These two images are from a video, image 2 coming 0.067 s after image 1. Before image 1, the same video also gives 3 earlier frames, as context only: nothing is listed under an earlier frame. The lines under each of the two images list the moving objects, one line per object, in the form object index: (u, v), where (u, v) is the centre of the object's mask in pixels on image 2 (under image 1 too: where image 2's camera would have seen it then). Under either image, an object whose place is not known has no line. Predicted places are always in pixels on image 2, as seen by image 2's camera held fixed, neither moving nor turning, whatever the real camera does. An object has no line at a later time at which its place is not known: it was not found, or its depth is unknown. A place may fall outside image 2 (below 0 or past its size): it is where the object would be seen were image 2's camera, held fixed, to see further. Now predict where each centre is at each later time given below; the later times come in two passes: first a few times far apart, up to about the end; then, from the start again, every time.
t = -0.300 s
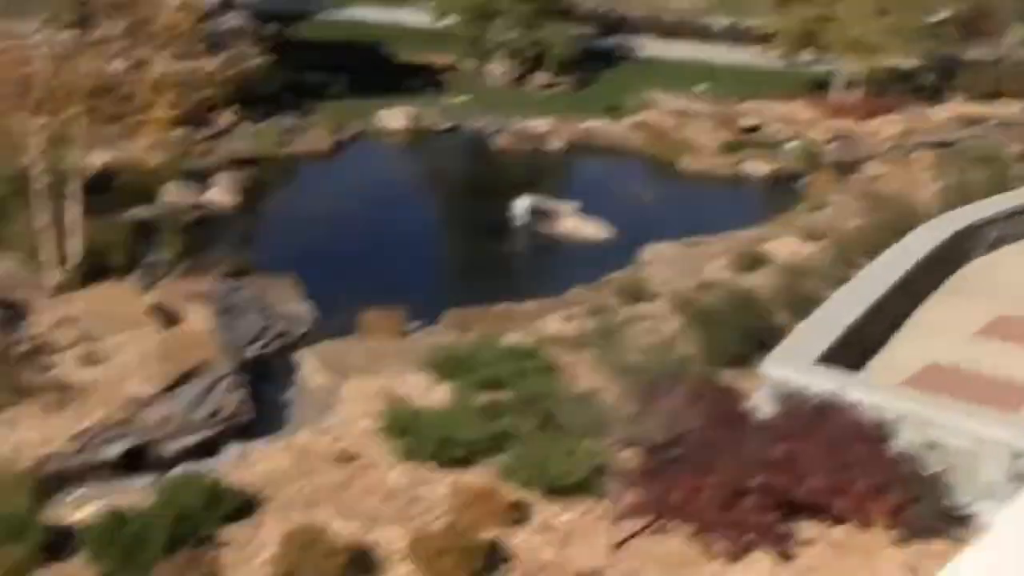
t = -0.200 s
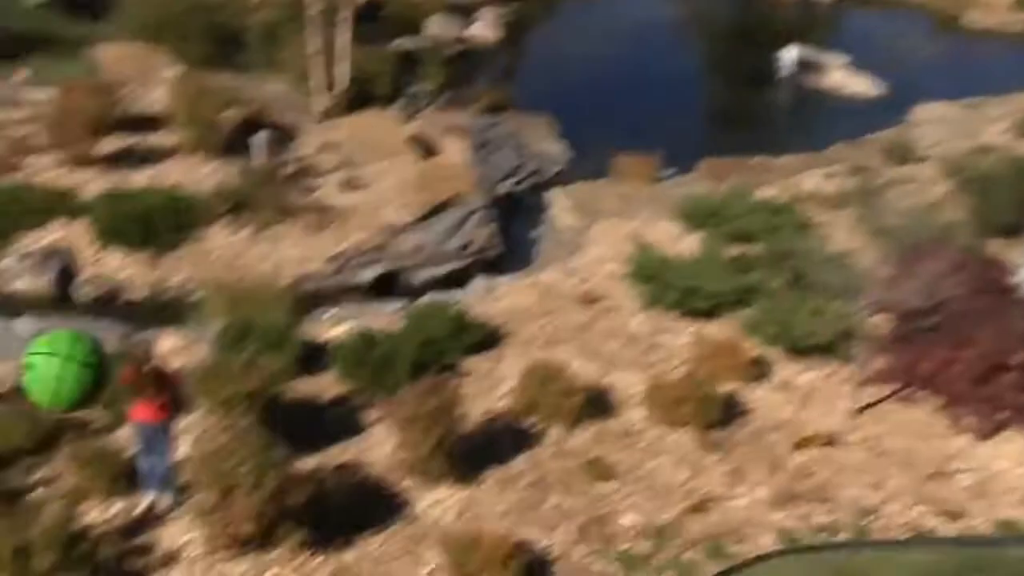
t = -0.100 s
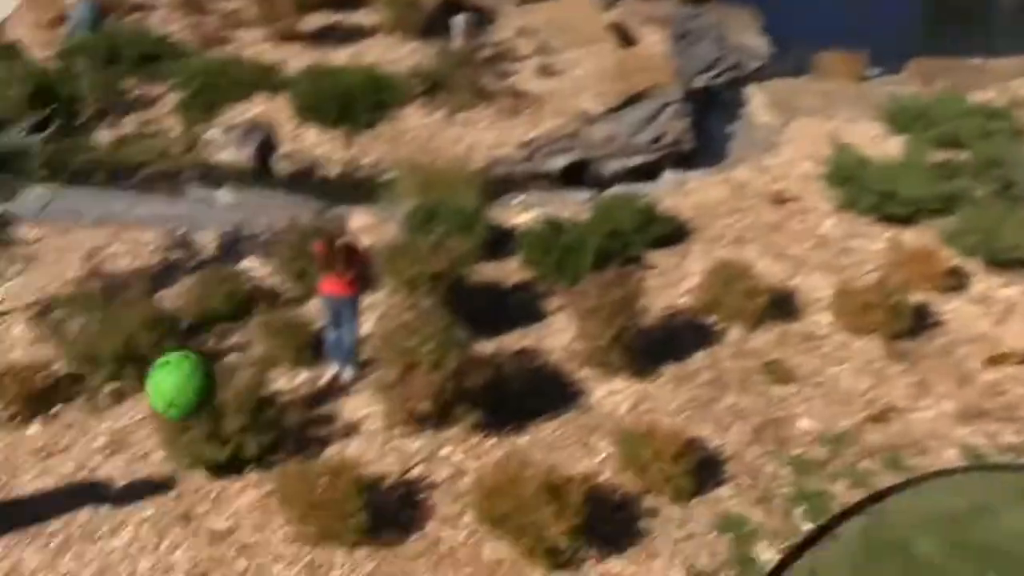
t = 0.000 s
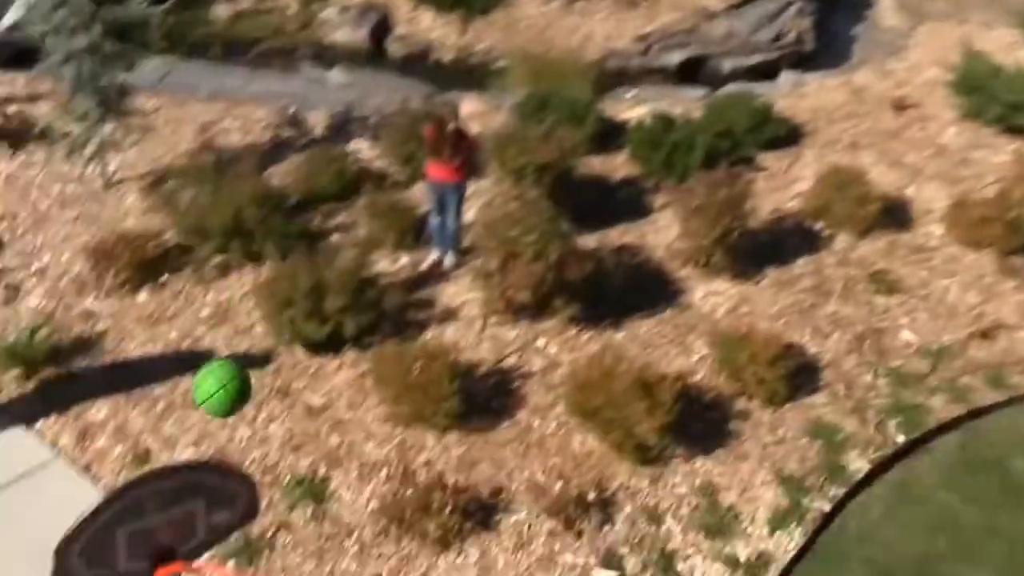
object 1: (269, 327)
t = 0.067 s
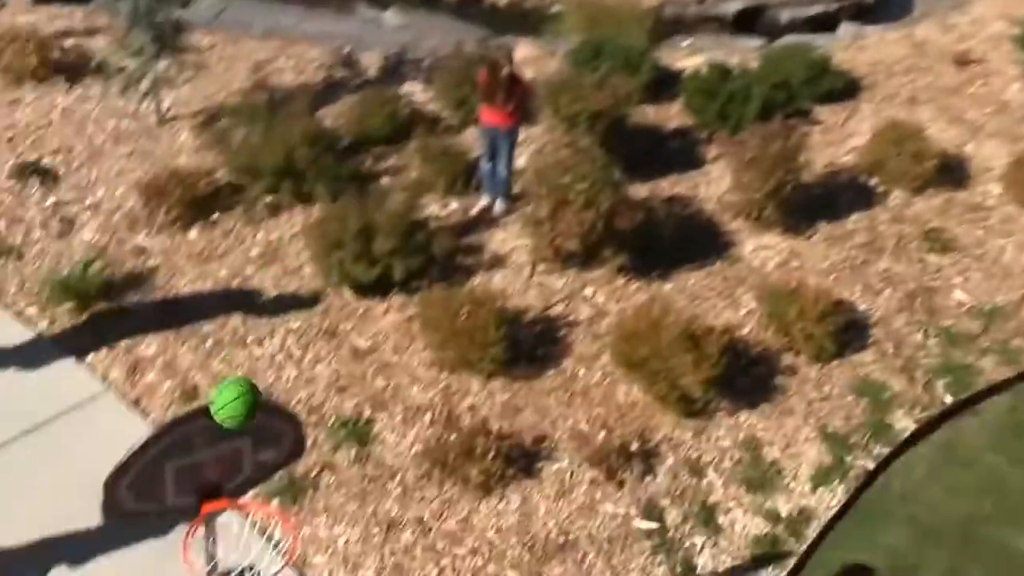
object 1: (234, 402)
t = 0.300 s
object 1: (269, 604)
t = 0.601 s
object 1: (301, 661)
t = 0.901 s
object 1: (335, 782)
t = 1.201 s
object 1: (379, 766)
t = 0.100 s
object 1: (217, 437)
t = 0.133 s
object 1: (215, 483)
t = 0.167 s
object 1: (225, 529)
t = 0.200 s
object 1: (242, 569)
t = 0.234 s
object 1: (256, 604)
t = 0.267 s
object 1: (260, 608)
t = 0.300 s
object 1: (269, 604)
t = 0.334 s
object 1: (273, 604)
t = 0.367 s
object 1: (276, 606)
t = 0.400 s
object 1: (278, 610)
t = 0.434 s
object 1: (281, 614)
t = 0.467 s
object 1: (284, 617)
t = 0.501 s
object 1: (287, 635)
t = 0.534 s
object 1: (292, 642)
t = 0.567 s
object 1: (297, 651)
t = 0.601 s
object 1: (301, 661)
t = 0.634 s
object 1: (305, 675)
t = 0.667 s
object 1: (309, 690)
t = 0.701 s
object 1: (313, 707)
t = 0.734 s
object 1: (315, 727)
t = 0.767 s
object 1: (320, 745)
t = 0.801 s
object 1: (324, 766)
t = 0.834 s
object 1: (327, 779)
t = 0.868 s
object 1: (328, 787)
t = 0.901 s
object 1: (335, 782)
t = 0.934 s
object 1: (340, 777)
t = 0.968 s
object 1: (344, 774)
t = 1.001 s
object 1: (349, 770)
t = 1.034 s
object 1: (353, 764)
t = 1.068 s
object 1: (358, 760)
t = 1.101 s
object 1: (364, 759)
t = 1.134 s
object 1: (368, 757)
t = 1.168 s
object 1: (374, 762)
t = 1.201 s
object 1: (379, 766)
